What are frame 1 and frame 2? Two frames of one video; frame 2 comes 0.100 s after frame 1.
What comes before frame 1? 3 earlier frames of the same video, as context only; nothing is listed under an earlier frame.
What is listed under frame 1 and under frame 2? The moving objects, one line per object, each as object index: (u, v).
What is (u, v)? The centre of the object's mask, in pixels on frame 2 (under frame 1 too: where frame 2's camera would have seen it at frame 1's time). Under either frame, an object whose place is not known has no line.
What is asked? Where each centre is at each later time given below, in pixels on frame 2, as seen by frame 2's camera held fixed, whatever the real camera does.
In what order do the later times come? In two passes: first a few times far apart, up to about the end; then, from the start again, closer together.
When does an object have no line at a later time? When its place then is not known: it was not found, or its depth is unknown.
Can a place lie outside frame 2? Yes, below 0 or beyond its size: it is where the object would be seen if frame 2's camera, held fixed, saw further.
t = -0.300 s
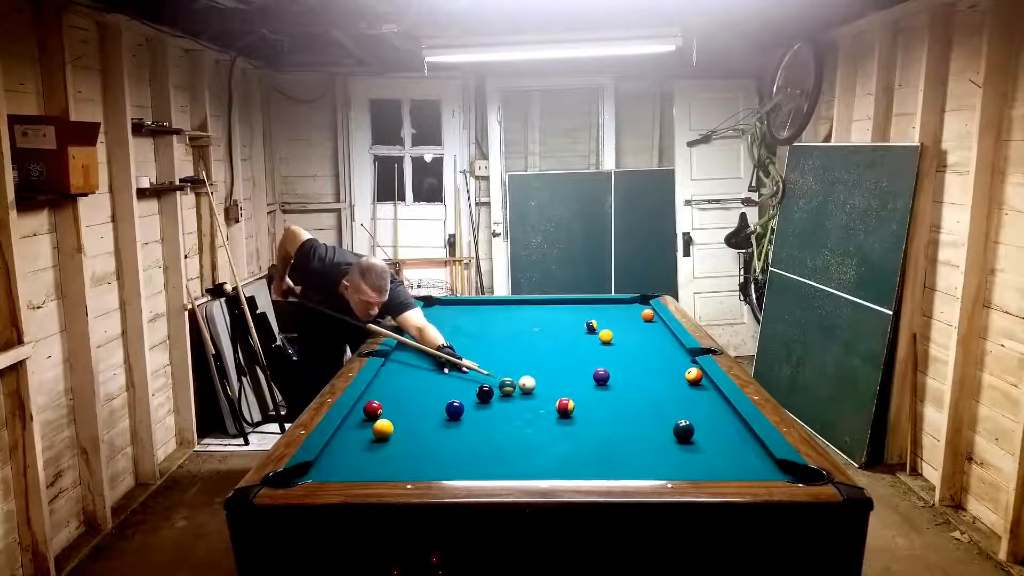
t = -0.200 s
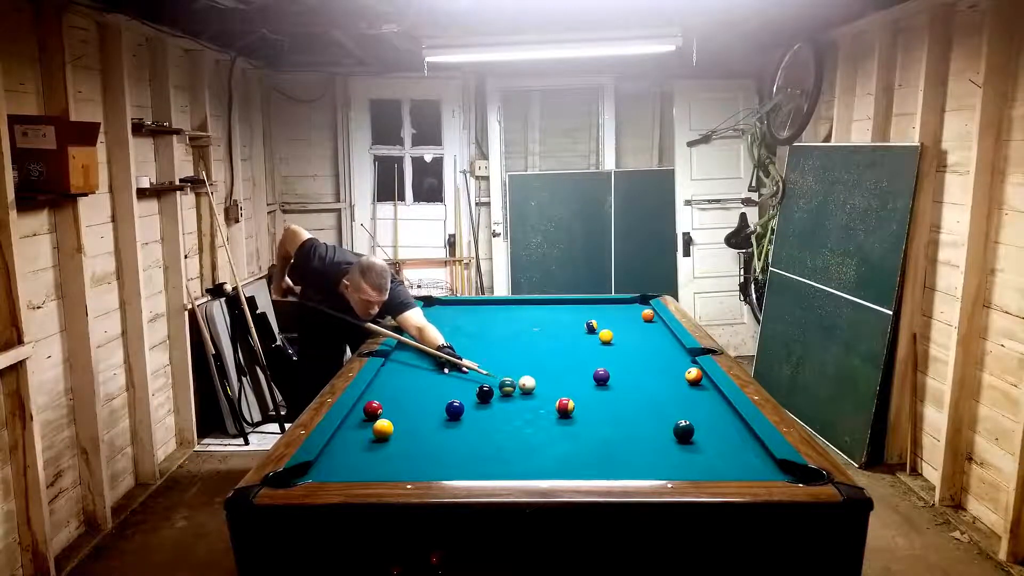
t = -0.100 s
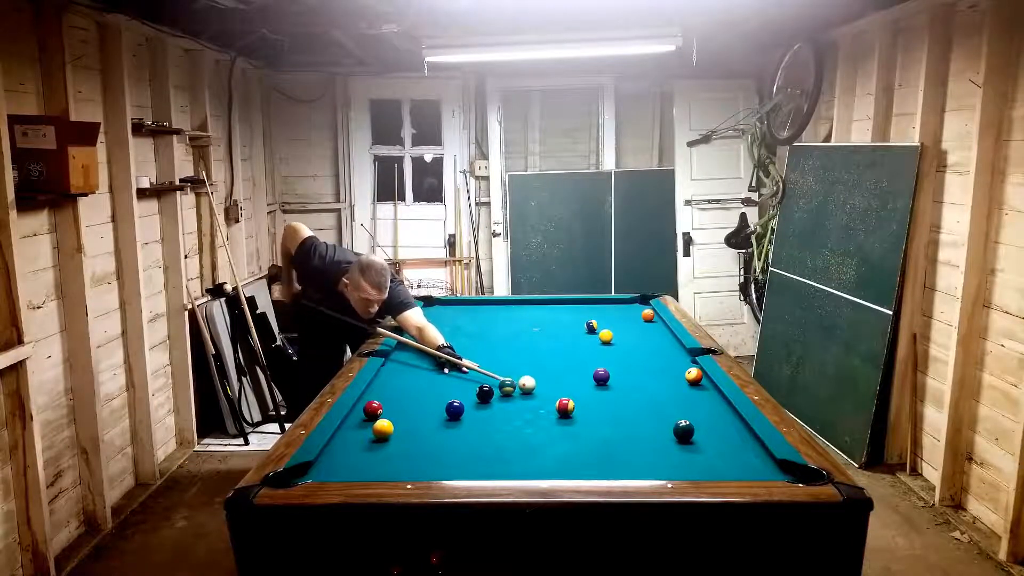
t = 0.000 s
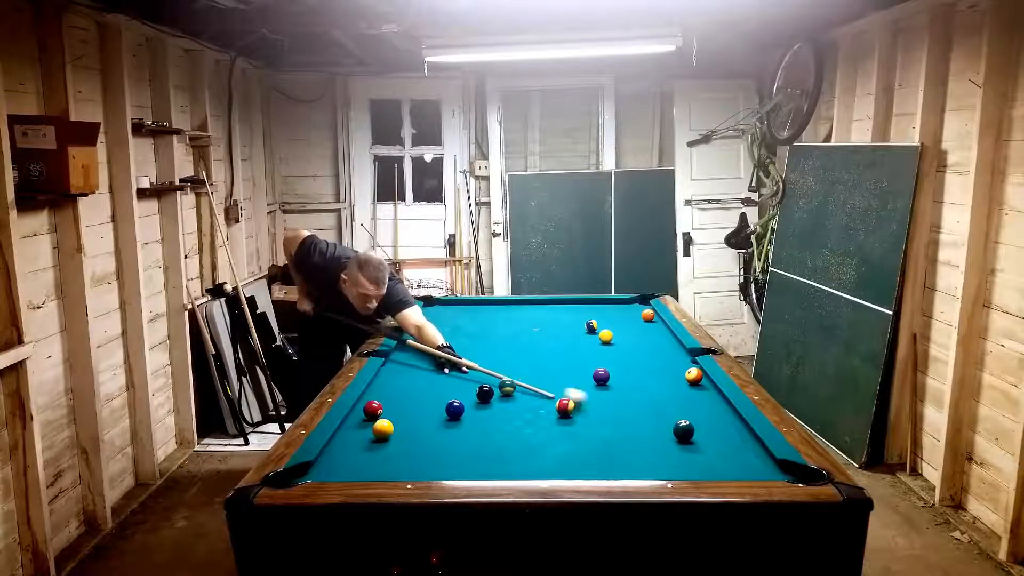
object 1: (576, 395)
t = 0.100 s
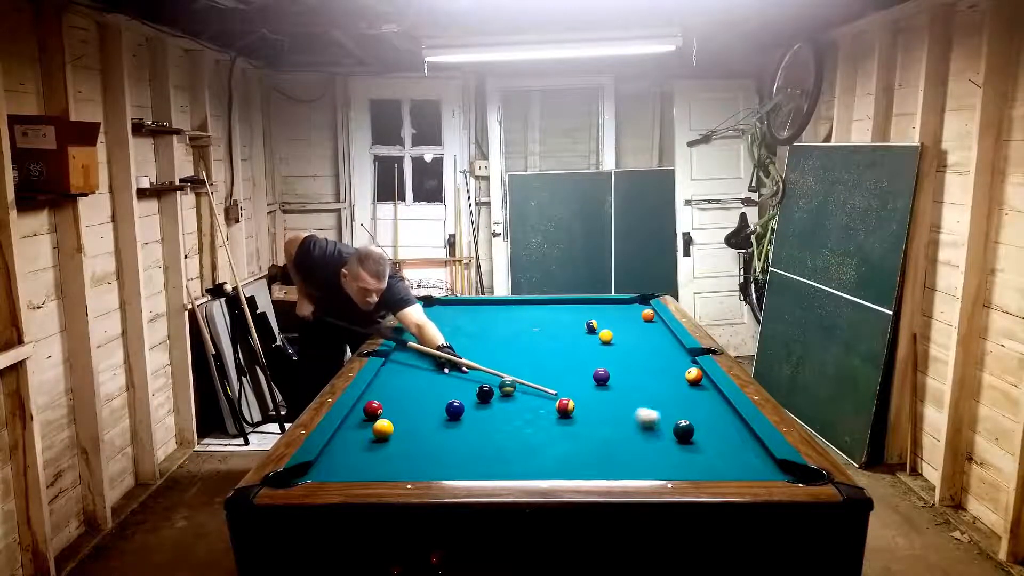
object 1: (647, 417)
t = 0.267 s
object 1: (678, 420)
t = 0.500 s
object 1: (687, 413)
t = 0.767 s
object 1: (696, 406)
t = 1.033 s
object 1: (704, 400)
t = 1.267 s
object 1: (709, 395)
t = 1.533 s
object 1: (710, 391)
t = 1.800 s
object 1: (704, 388)
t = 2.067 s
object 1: (699, 386)
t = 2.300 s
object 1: (696, 384)
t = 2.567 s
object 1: (694, 383)
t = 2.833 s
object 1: (691, 382)
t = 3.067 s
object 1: (690, 381)
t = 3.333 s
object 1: (689, 381)
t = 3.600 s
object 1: (689, 381)
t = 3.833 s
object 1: (689, 381)
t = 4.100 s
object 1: (689, 381)
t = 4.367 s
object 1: (689, 381)
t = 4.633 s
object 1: (689, 381)
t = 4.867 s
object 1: (689, 381)
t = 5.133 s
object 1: (689, 381)
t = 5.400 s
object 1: (689, 381)
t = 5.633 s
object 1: (689, 381)
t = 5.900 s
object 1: (689, 381)
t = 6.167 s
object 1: (689, 381)
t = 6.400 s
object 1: (689, 381)
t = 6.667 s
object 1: (689, 381)
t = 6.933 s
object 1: (689, 381)
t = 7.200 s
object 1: (689, 381)
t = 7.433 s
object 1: (689, 381)
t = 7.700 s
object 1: (689, 381)
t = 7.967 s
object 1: (689, 381)
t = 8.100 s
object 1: (689, 381)
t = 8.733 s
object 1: (689, 380)
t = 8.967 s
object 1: (689, 380)
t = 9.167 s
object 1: (689, 380)
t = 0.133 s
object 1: (669, 423)
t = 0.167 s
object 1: (672, 423)
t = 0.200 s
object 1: (675, 422)
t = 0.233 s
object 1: (676, 421)
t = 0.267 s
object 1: (678, 420)
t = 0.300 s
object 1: (679, 419)
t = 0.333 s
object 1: (680, 417)
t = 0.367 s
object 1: (682, 417)
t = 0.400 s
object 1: (683, 415)
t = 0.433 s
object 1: (684, 415)
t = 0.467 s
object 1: (686, 414)
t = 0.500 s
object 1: (687, 413)
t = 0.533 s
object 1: (688, 412)
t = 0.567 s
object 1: (690, 412)
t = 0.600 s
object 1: (690, 411)
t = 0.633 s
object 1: (692, 410)
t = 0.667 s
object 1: (693, 409)
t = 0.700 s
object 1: (694, 408)
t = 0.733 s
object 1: (695, 407)
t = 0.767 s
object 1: (696, 406)
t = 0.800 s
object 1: (697, 405)
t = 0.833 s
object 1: (698, 405)
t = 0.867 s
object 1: (699, 404)
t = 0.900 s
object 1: (700, 403)
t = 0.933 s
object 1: (701, 402)
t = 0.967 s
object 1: (702, 402)
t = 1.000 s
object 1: (703, 401)
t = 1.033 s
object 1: (704, 400)
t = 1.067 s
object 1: (705, 399)
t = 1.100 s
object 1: (706, 399)
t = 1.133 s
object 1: (706, 398)
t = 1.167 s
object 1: (707, 397)
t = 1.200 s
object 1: (708, 397)
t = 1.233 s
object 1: (709, 396)
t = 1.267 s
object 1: (709, 395)
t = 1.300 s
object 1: (710, 394)
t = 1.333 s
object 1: (711, 394)
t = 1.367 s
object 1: (711, 393)
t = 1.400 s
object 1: (712, 392)
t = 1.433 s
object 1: (712, 392)
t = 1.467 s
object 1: (712, 392)
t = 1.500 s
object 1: (710, 391)
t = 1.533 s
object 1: (710, 391)
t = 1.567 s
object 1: (709, 390)
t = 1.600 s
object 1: (708, 390)
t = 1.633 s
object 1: (707, 390)
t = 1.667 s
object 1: (707, 390)
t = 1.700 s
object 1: (706, 389)
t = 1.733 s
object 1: (705, 389)
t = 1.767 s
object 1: (704, 389)
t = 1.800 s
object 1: (704, 388)
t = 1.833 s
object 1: (703, 388)
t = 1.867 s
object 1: (702, 388)
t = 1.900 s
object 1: (702, 387)
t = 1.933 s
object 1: (701, 387)
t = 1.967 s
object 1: (700, 387)
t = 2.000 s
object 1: (700, 386)
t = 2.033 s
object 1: (699, 386)
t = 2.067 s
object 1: (699, 386)
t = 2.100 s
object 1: (698, 386)
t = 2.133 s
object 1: (698, 386)
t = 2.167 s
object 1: (697, 385)
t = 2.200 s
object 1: (697, 385)
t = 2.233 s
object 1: (697, 385)
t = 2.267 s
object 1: (696, 385)
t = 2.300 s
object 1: (696, 384)
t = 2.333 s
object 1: (696, 384)
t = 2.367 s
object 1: (695, 384)
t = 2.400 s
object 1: (695, 384)
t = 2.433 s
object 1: (695, 384)
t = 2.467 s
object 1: (694, 383)
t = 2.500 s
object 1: (694, 383)
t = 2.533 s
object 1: (694, 383)
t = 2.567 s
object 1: (694, 383)
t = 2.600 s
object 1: (693, 383)
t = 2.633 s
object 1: (693, 383)
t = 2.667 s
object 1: (693, 383)
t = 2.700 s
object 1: (693, 382)
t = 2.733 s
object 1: (692, 382)
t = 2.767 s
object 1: (692, 382)
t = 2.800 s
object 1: (691, 382)
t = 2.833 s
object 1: (691, 382)
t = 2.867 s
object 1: (691, 381)
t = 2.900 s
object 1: (691, 382)
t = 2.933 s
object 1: (690, 381)
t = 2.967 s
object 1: (690, 381)
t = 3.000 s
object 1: (690, 381)
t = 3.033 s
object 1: (690, 381)
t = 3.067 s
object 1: (690, 381)
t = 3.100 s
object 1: (689, 381)
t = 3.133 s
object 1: (690, 381)
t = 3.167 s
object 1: (689, 381)
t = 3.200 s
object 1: (689, 381)
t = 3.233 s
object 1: (689, 381)
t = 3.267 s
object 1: (689, 381)
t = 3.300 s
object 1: (689, 381)
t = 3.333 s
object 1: (689, 381)
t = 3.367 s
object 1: (689, 381)
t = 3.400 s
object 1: (689, 381)
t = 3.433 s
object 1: (689, 381)
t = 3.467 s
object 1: (689, 381)
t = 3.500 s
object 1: (689, 381)
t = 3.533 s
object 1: (689, 381)
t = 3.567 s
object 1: (689, 381)
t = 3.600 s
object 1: (689, 381)
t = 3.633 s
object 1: (689, 381)
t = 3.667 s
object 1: (689, 381)
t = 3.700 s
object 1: (689, 381)
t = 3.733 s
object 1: (689, 381)
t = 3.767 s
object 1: (689, 381)
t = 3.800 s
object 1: (689, 381)
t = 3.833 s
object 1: (689, 381)
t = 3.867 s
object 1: (689, 381)
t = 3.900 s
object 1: (689, 381)
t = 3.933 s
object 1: (689, 381)
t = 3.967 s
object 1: (689, 381)
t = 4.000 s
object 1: (689, 381)
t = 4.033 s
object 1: (689, 381)
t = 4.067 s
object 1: (689, 381)
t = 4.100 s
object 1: (689, 381)
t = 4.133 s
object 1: (689, 381)
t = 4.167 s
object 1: (689, 381)
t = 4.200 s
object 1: (689, 381)
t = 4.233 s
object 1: (689, 381)
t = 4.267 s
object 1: (689, 381)
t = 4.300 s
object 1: (689, 381)
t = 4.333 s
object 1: (689, 381)
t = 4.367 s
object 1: (689, 381)
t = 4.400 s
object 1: (689, 381)
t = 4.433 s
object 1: (689, 381)
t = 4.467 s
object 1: (689, 381)
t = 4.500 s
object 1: (689, 381)
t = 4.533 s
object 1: (689, 381)
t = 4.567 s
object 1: (689, 381)
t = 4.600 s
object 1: (689, 381)
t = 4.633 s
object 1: (689, 381)
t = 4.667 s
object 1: (689, 381)
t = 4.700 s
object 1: (689, 381)
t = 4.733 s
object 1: (689, 381)
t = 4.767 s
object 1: (689, 381)
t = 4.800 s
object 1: (689, 381)
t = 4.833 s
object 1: (689, 380)
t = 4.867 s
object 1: (689, 381)
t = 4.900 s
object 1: (689, 381)
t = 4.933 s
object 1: (689, 381)
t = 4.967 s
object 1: (689, 380)
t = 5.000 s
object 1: (689, 381)
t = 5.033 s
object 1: (689, 381)
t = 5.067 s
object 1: (689, 381)
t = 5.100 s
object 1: (689, 381)
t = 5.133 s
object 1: (689, 381)
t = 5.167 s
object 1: (689, 381)
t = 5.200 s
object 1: (689, 381)
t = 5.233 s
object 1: (689, 381)
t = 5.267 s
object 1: (689, 381)
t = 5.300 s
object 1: (689, 381)
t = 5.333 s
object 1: (689, 381)
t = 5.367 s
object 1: (689, 381)
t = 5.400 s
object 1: (689, 381)
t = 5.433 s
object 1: (689, 381)
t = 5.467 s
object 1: (689, 381)
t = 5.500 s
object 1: (689, 381)
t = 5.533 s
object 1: (689, 381)
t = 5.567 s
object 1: (689, 381)
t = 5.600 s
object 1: (689, 381)
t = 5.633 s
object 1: (689, 381)
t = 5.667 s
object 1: (689, 381)
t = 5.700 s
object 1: (689, 381)
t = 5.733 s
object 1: (689, 381)
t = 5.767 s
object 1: (689, 381)
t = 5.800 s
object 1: (689, 381)
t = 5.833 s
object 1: (689, 381)
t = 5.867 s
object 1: (689, 381)
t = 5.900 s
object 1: (689, 381)
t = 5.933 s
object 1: (689, 381)
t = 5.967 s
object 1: (689, 381)
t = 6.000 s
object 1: (689, 381)
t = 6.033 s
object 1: (689, 381)
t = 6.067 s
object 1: (689, 381)
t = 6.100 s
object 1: (689, 381)
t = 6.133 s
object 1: (689, 381)
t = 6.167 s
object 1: (689, 381)
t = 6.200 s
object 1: (689, 381)
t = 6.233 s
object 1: (689, 381)
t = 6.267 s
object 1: (689, 381)
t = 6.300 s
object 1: (689, 381)
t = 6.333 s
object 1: (689, 381)
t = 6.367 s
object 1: (689, 381)
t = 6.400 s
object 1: (689, 381)
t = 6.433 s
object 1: (689, 381)
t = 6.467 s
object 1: (689, 381)
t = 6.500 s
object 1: (689, 381)
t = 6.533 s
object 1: (689, 381)
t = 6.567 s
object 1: (689, 381)
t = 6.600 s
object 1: (689, 381)
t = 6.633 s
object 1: (689, 381)
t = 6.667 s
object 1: (689, 381)
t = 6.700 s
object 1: (689, 381)
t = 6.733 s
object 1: (689, 381)
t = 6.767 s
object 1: (689, 381)
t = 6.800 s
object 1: (689, 381)
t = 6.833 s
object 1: (689, 381)
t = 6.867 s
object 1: (689, 381)
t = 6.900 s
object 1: (689, 381)
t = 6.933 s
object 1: (689, 381)
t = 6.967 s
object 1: (689, 381)
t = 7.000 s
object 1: (689, 381)
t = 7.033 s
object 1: (689, 381)
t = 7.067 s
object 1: (689, 381)
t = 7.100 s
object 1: (689, 381)
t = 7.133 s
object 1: (689, 381)
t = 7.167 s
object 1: (689, 381)
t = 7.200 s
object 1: (689, 381)
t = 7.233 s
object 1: (689, 381)
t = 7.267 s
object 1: (689, 381)
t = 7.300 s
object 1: (689, 381)
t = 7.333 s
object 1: (689, 381)
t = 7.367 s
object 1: (689, 381)
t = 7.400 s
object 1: (689, 381)
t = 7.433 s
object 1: (689, 381)
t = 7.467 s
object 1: (689, 381)
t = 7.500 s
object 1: (689, 381)
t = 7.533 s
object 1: (689, 381)
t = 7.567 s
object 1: (689, 381)
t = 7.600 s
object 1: (689, 381)
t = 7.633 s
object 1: (689, 381)
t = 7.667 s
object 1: (689, 381)
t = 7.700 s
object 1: (689, 381)
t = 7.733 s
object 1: (689, 381)
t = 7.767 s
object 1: (689, 381)
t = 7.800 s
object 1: (689, 381)
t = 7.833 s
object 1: (689, 381)
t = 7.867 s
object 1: (689, 381)
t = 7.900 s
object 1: (689, 381)
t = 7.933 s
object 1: (689, 381)
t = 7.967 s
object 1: (689, 381)
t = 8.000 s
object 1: (689, 381)
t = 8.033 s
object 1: (689, 381)
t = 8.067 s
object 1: (689, 381)
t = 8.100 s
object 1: (689, 381)
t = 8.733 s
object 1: (689, 380)
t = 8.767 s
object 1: (689, 380)
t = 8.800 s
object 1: (689, 380)
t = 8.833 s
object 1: (689, 380)
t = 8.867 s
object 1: (689, 381)
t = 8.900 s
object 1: (689, 381)
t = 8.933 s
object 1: (689, 380)
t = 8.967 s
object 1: (689, 380)
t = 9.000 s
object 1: (689, 380)
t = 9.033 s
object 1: (689, 380)
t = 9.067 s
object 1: (689, 381)
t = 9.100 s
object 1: (689, 381)
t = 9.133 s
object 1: (689, 380)
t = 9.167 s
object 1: (689, 380)
